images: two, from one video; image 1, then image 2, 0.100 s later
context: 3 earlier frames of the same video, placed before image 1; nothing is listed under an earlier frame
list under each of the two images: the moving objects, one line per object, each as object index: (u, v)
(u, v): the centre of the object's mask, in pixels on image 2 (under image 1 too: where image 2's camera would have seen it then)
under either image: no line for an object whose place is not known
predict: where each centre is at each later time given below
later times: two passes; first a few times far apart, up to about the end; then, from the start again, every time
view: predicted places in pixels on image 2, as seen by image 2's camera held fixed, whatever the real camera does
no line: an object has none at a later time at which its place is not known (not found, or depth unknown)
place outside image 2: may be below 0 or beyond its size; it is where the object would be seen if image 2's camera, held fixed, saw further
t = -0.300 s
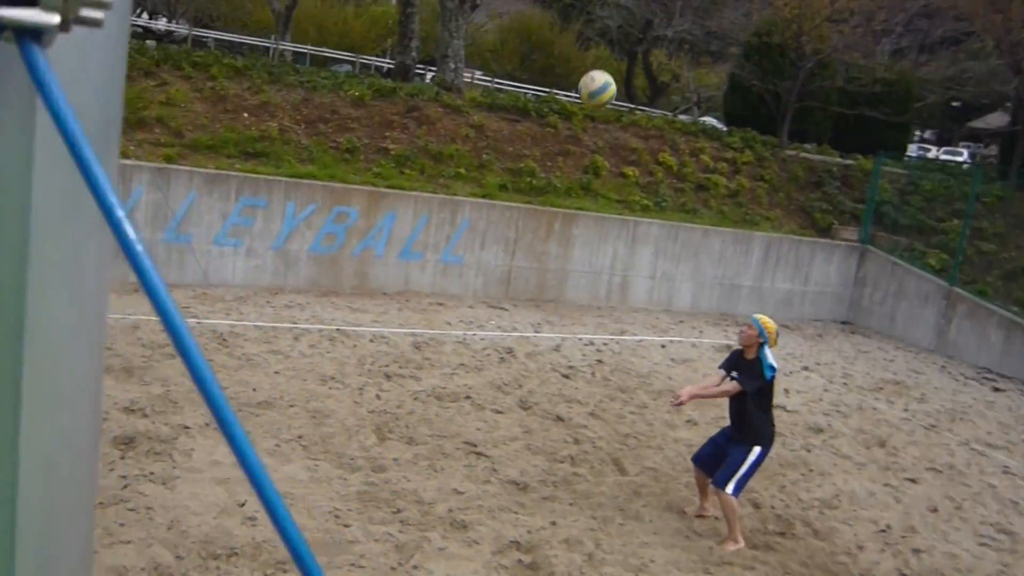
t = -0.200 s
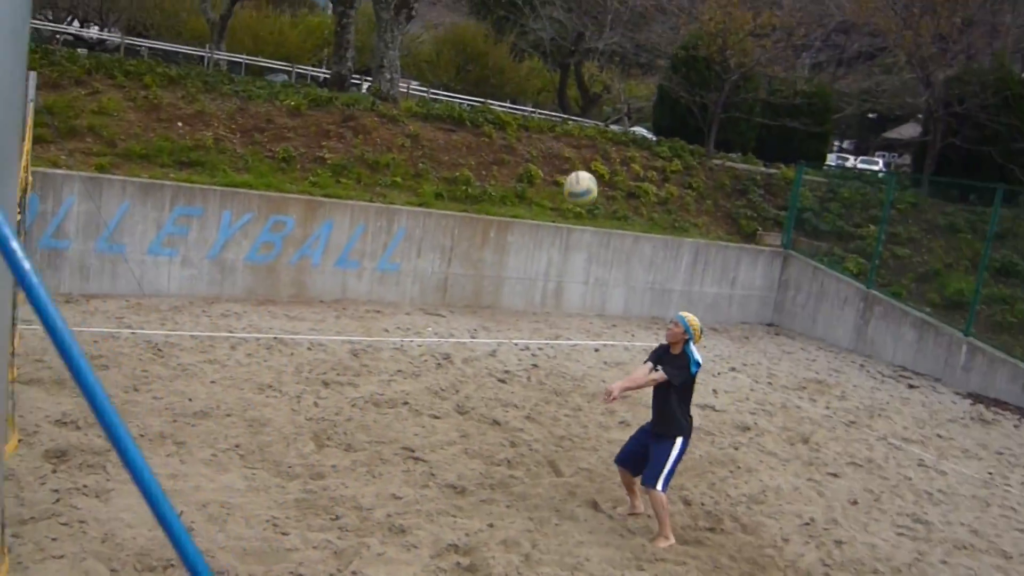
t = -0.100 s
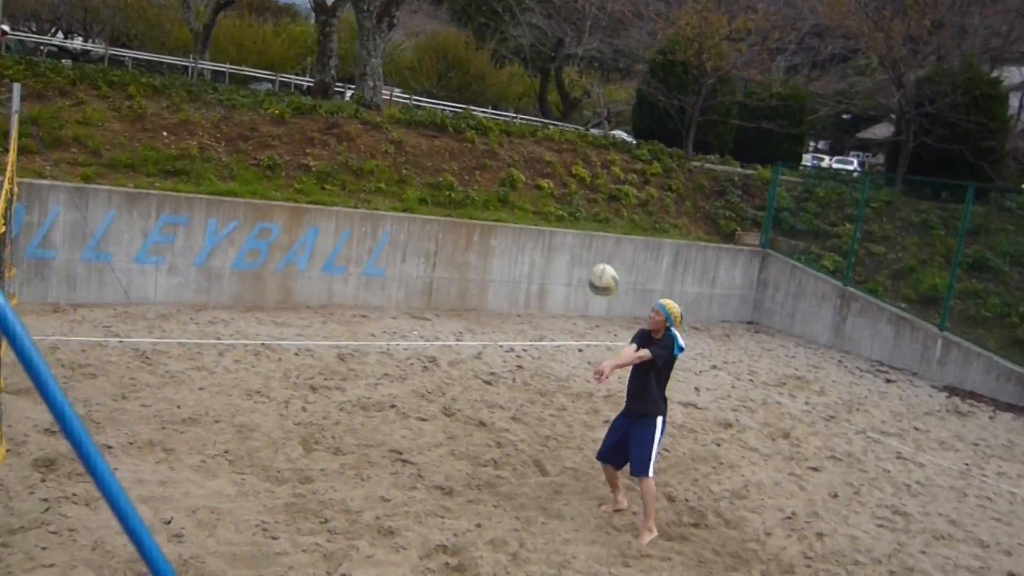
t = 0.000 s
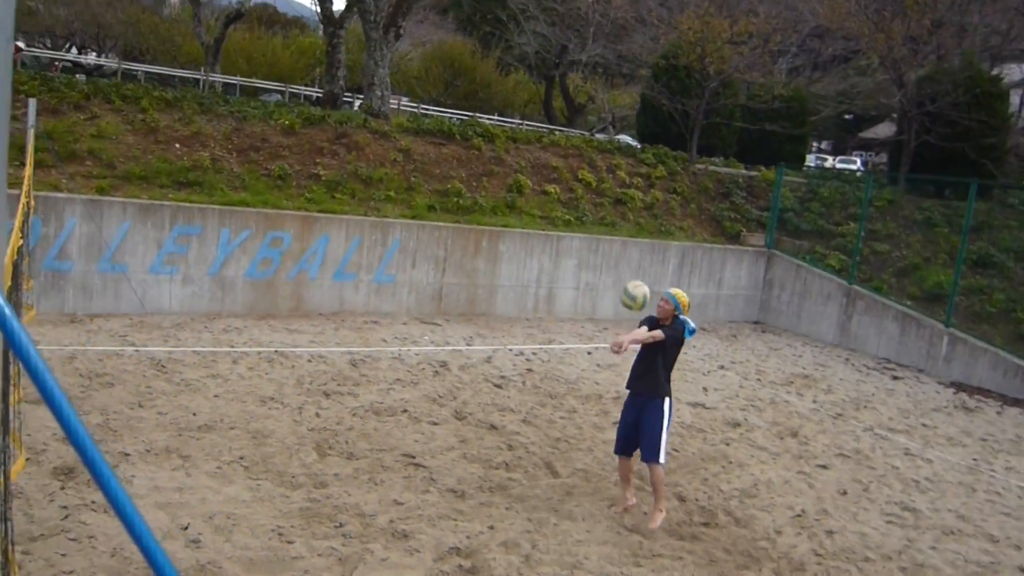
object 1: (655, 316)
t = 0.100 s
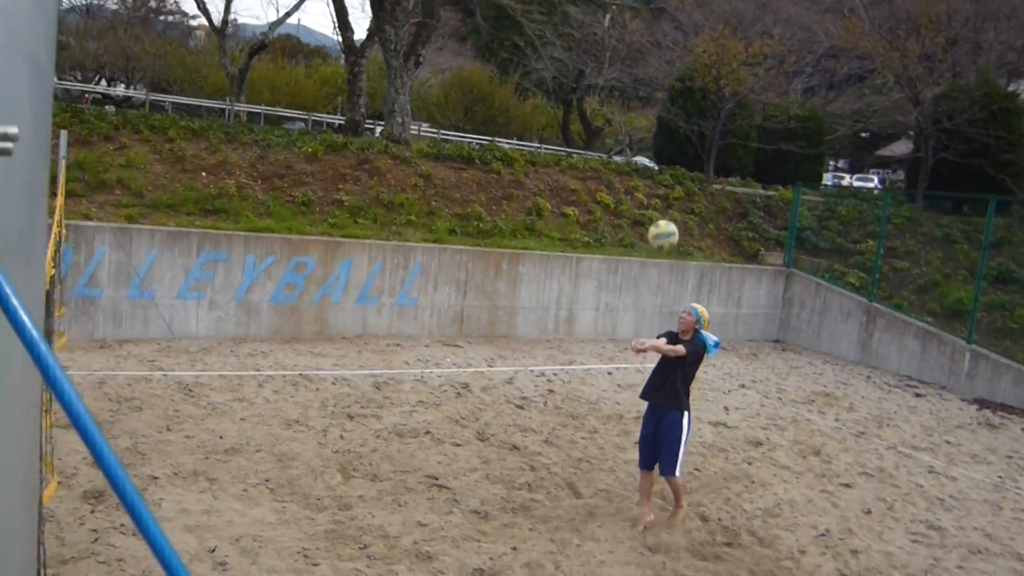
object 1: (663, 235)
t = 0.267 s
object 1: (674, 133)
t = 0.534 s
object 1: (678, 50)
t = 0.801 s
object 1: (674, 60)
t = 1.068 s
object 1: (654, 159)
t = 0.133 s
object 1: (665, 212)
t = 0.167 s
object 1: (668, 190)
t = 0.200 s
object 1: (670, 169)
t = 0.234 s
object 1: (672, 150)
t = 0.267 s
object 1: (674, 133)
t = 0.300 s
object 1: (675, 117)
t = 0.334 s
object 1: (676, 103)
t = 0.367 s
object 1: (677, 90)
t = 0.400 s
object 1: (678, 78)
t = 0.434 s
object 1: (678, 69)
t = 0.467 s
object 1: (679, 61)
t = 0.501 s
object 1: (678, 54)
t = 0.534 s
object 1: (678, 50)
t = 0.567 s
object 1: (677, 46)
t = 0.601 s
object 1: (677, 43)
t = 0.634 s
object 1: (677, 43)
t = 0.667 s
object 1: (676, 42)
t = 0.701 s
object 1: (676, 45)
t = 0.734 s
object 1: (676, 49)
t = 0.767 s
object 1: (675, 54)
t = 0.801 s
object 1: (674, 60)
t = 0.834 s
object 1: (672, 68)
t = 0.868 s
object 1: (670, 77)
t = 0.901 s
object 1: (667, 88)
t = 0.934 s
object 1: (664, 100)
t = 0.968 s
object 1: (662, 113)
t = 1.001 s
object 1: (659, 127)
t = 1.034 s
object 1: (657, 142)
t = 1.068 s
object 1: (654, 159)
